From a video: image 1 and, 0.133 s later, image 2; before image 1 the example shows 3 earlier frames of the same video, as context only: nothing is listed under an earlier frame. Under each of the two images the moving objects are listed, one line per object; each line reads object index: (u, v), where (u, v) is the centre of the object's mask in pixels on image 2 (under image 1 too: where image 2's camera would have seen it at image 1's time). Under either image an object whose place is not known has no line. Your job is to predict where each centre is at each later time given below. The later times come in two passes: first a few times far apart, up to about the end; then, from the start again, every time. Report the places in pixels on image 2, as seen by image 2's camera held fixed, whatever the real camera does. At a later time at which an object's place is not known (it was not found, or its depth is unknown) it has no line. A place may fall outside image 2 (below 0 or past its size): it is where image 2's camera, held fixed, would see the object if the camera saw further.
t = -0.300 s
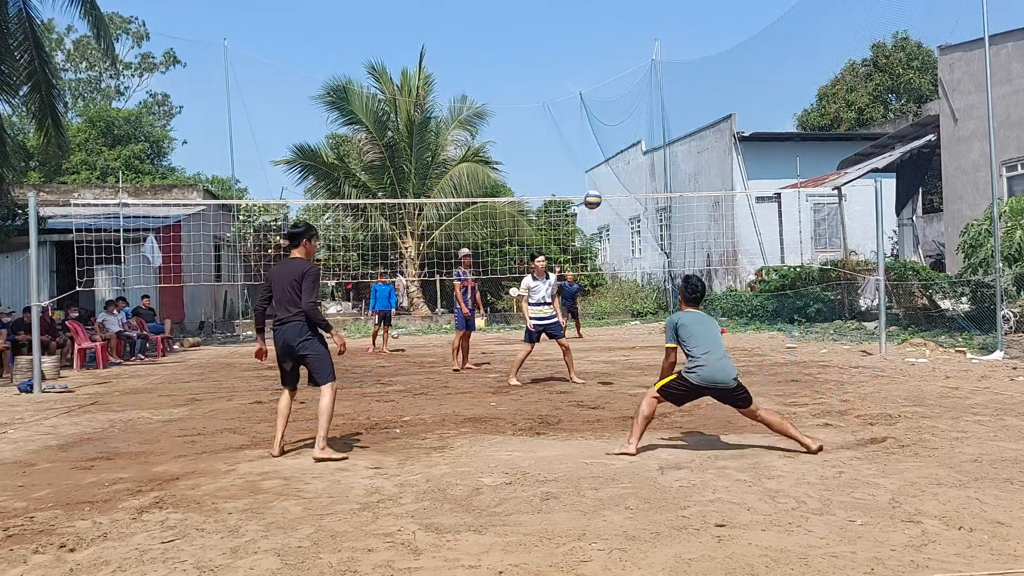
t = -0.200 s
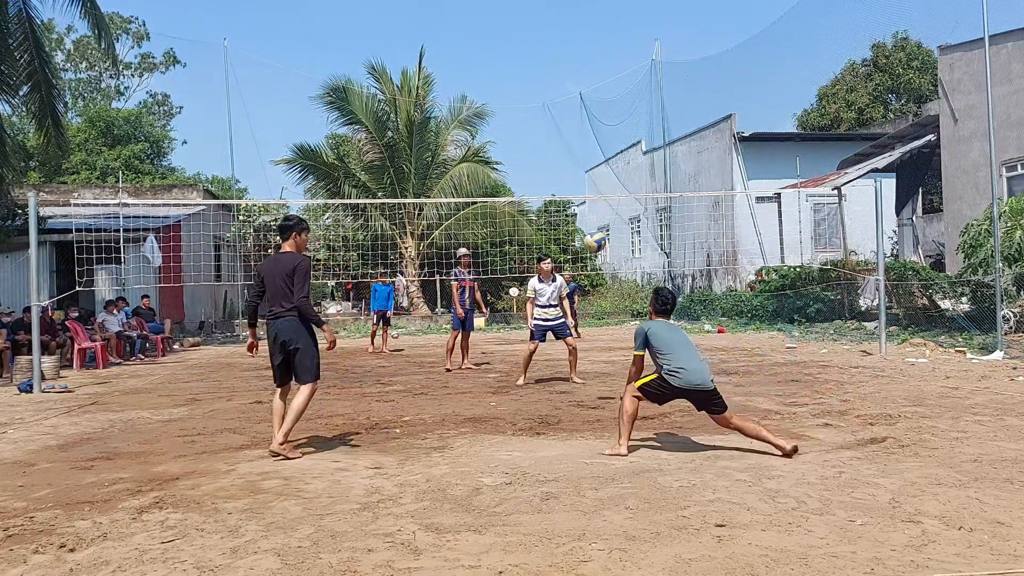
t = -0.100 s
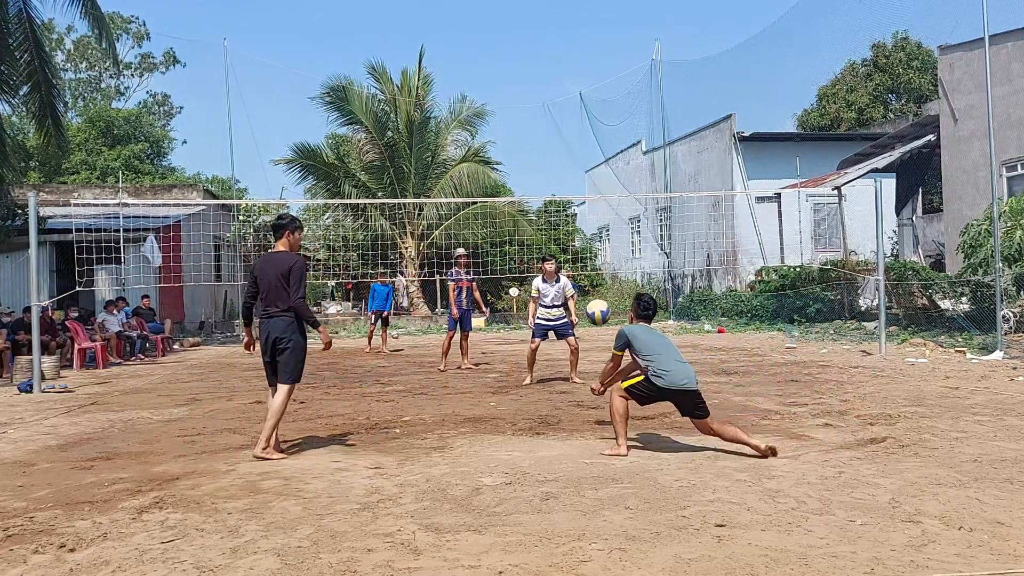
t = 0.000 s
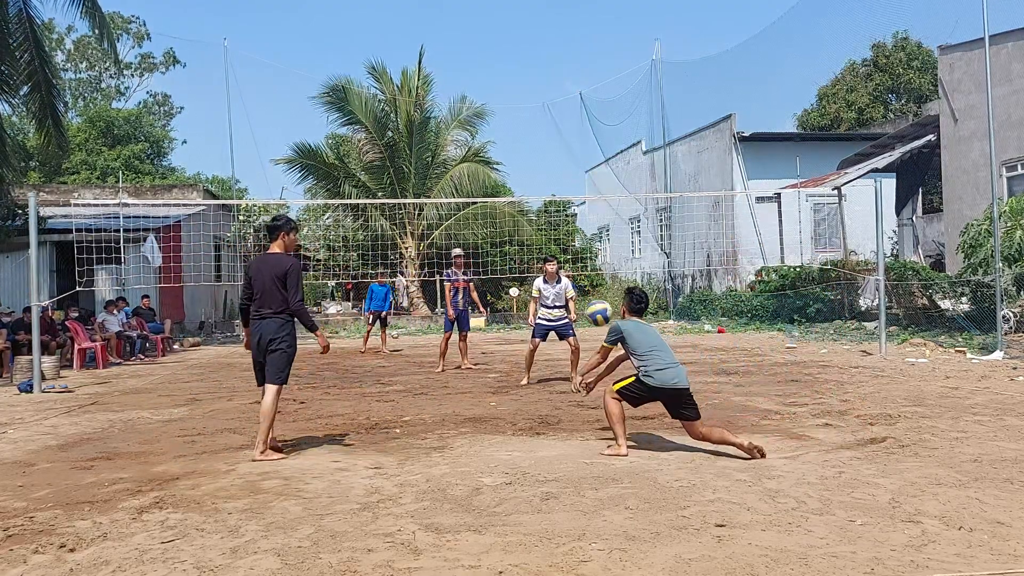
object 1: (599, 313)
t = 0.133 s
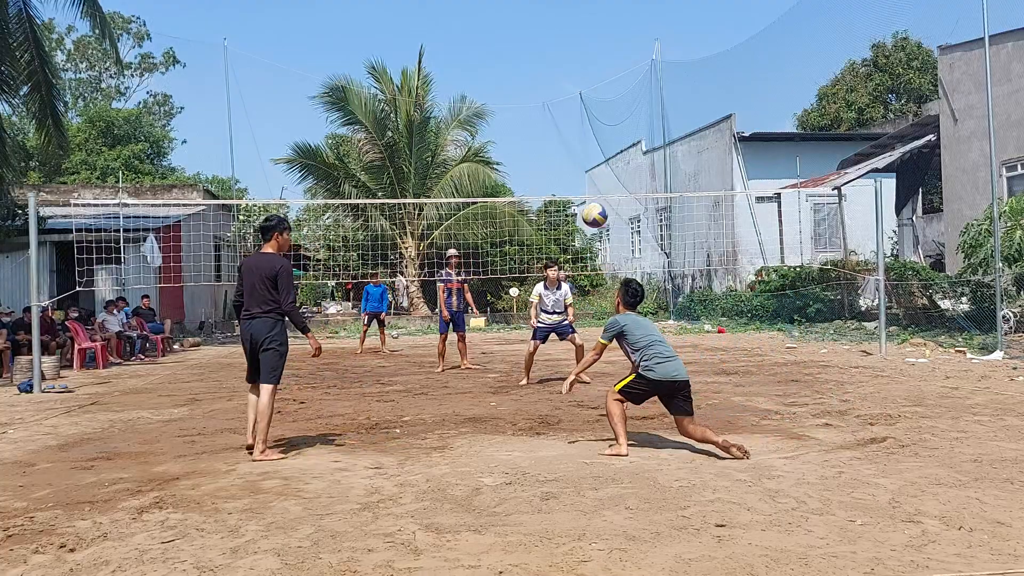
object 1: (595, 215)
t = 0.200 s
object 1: (594, 177)
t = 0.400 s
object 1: (590, 100)
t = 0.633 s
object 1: (589, 73)
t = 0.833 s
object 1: (589, 94)
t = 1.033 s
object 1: (590, 150)
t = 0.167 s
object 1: (594, 195)
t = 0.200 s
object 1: (594, 177)
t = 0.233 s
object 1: (593, 160)
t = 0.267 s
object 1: (592, 145)
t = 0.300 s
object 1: (591, 132)
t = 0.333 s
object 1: (591, 120)
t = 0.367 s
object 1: (591, 109)
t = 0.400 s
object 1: (590, 100)
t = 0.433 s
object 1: (590, 92)
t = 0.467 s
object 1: (590, 86)
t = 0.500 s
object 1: (589, 81)
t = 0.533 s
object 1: (589, 77)
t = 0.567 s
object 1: (589, 74)
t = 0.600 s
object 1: (589, 73)
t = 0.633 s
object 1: (589, 73)
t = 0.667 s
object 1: (589, 74)
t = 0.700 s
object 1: (589, 76)
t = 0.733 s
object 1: (589, 79)
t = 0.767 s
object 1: (589, 83)
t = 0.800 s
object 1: (589, 88)
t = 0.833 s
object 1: (589, 94)
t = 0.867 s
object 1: (589, 101)
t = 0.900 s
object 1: (589, 109)
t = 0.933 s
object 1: (590, 118)
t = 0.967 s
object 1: (590, 128)
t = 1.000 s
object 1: (590, 139)
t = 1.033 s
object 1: (590, 150)
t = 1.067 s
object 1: (590, 163)
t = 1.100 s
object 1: (591, 176)
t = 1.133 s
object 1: (590, 190)
